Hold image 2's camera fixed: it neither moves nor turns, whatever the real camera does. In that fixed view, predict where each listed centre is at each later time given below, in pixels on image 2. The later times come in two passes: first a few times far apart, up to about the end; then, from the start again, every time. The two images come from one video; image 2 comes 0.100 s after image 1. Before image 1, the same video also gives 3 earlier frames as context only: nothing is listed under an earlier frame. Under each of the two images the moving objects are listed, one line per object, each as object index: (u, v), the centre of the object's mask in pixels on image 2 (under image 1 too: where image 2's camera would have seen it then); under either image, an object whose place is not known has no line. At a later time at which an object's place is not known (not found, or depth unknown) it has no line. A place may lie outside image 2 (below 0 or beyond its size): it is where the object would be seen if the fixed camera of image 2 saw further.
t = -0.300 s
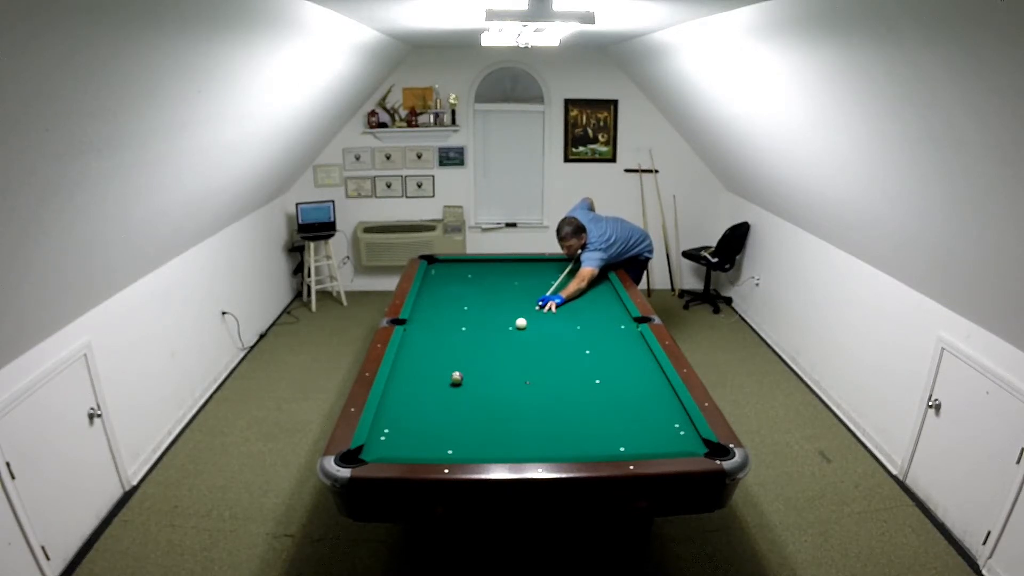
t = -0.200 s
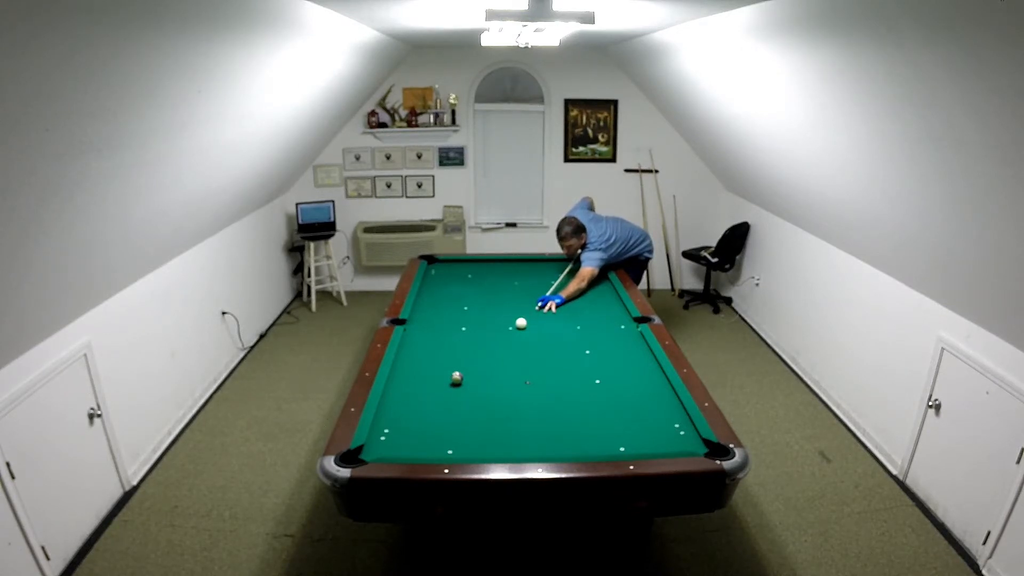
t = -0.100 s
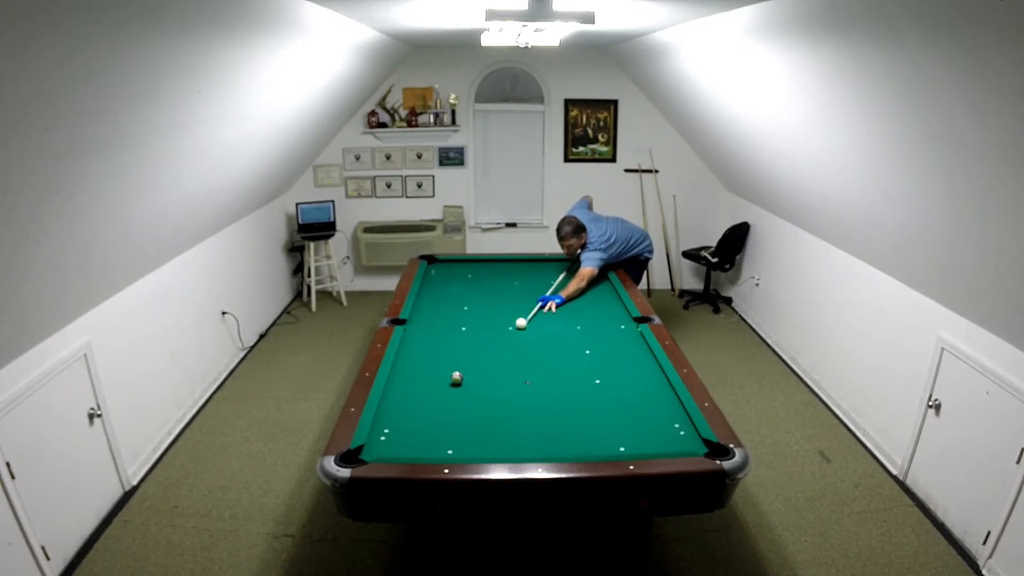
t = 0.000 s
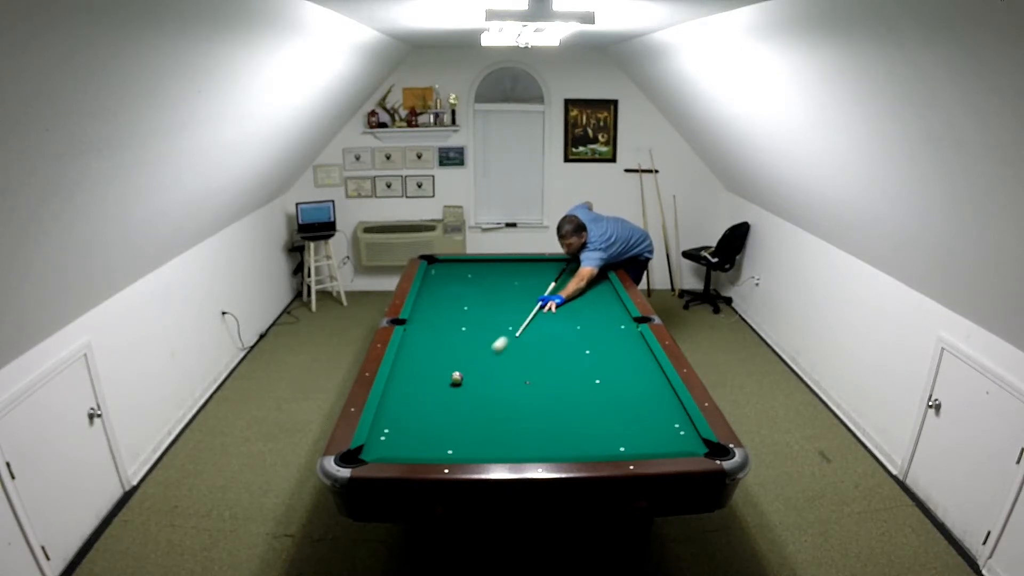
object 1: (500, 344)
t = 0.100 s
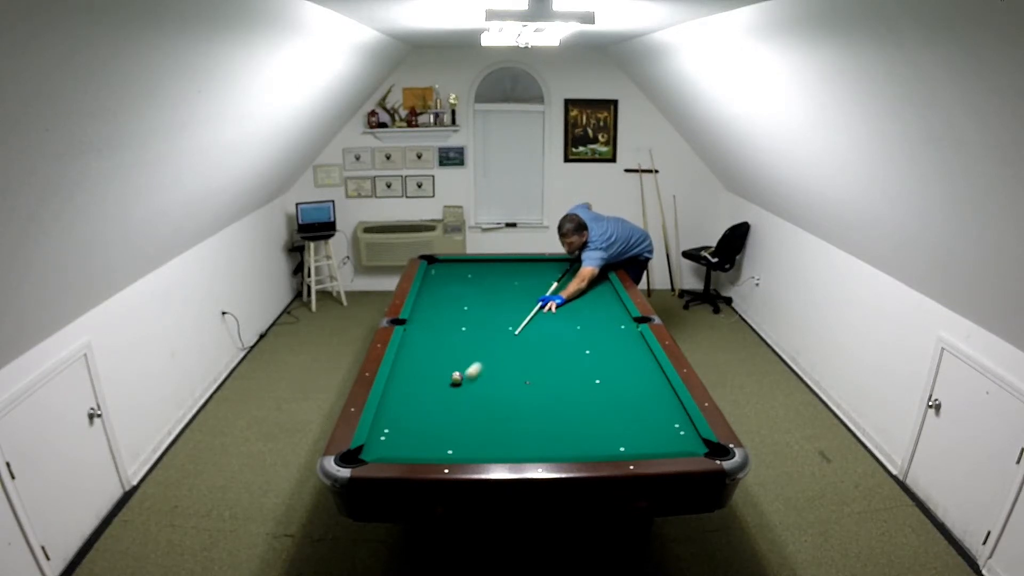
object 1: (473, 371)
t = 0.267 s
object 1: (491, 406)
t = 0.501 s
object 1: (533, 448)
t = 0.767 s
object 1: (586, 431)
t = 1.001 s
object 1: (626, 412)
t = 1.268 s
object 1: (665, 392)
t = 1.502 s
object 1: (642, 379)
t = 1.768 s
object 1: (611, 366)
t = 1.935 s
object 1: (594, 358)
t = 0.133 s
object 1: (471, 379)
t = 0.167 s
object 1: (476, 386)
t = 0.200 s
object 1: (481, 392)
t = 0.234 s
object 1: (486, 399)
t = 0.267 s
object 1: (491, 406)
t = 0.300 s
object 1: (497, 413)
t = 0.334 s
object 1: (502, 419)
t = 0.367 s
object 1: (508, 426)
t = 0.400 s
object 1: (514, 432)
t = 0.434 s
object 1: (520, 438)
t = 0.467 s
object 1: (526, 444)
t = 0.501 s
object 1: (533, 448)
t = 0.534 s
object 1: (540, 450)
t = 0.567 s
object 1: (547, 448)
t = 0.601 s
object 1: (554, 446)
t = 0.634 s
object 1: (561, 443)
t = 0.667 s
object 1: (567, 440)
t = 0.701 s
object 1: (574, 437)
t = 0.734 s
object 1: (580, 434)
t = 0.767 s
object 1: (586, 431)
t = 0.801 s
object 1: (592, 428)
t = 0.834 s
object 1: (599, 425)
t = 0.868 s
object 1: (604, 423)
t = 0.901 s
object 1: (610, 420)
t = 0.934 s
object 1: (615, 417)
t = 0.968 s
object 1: (621, 415)
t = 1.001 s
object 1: (626, 412)
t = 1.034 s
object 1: (631, 409)
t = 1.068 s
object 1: (636, 407)
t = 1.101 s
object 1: (642, 404)
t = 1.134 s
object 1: (646, 402)
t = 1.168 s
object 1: (651, 399)
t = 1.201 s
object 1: (656, 397)
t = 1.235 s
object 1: (660, 395)
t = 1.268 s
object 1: (665, 392)
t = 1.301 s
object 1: (667, 390)
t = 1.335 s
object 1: (663, 388)
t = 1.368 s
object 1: (658, 386)
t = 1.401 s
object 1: (654, 384)
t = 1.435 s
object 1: (650, 383)
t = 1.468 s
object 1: (646, 381)
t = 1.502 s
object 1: (642, 379)
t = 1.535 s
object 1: (638, 377)
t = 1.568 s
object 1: (634, 375)
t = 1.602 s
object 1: (630, 374)
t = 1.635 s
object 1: (626, 372)
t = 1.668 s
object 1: (622, 370)
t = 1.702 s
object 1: (619, 369)
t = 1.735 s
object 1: (615, 367)
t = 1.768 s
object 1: (611, 366)
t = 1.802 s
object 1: (608, 364)
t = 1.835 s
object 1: (604, 362)
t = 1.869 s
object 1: (601, 361)
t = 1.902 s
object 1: (597, 359)
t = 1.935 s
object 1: (594, 358)
